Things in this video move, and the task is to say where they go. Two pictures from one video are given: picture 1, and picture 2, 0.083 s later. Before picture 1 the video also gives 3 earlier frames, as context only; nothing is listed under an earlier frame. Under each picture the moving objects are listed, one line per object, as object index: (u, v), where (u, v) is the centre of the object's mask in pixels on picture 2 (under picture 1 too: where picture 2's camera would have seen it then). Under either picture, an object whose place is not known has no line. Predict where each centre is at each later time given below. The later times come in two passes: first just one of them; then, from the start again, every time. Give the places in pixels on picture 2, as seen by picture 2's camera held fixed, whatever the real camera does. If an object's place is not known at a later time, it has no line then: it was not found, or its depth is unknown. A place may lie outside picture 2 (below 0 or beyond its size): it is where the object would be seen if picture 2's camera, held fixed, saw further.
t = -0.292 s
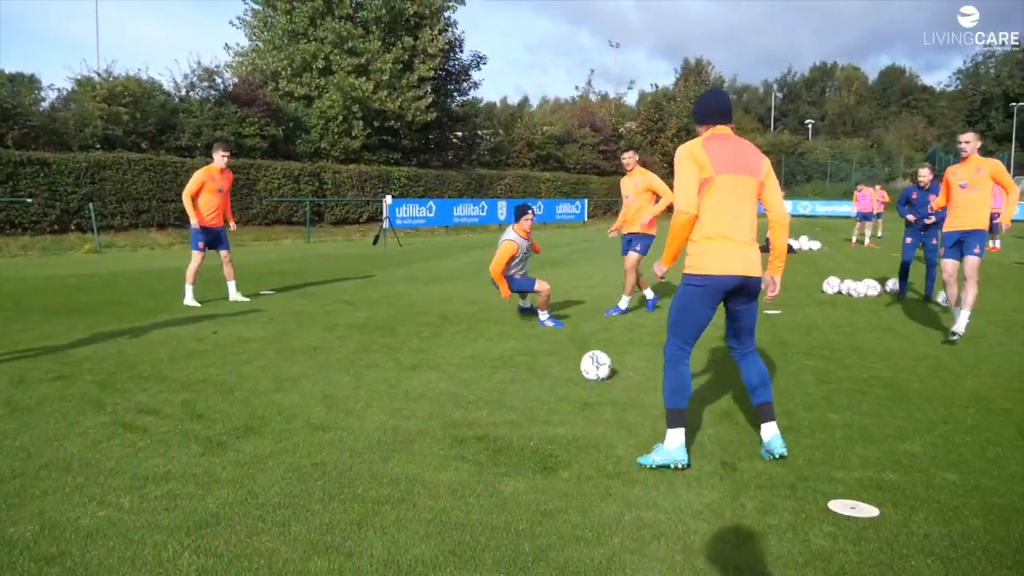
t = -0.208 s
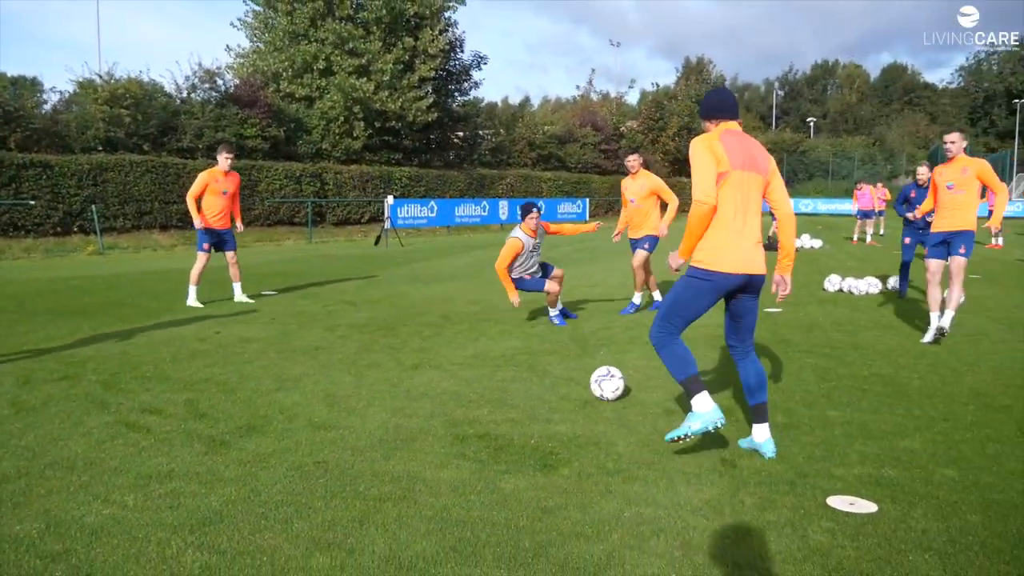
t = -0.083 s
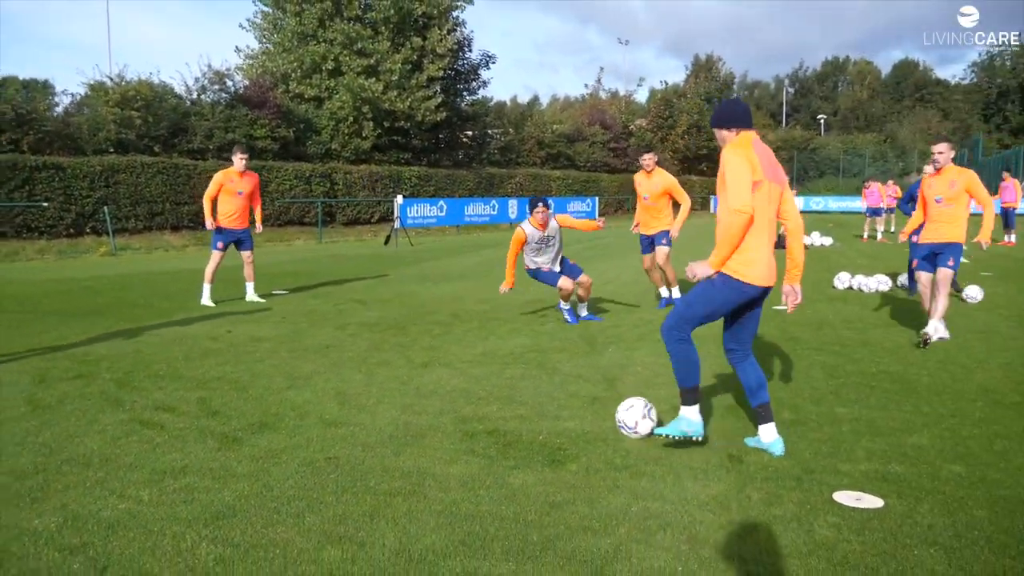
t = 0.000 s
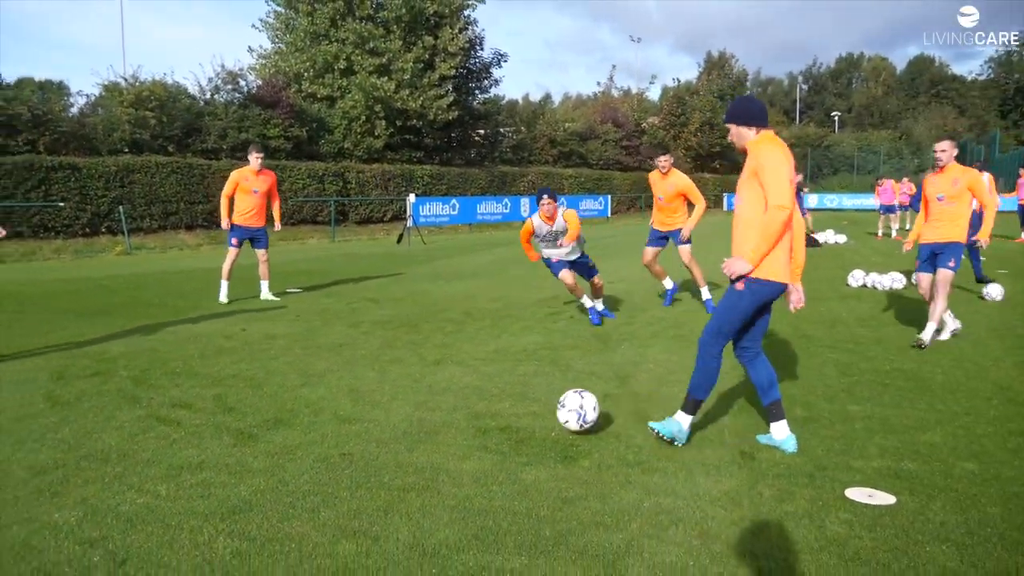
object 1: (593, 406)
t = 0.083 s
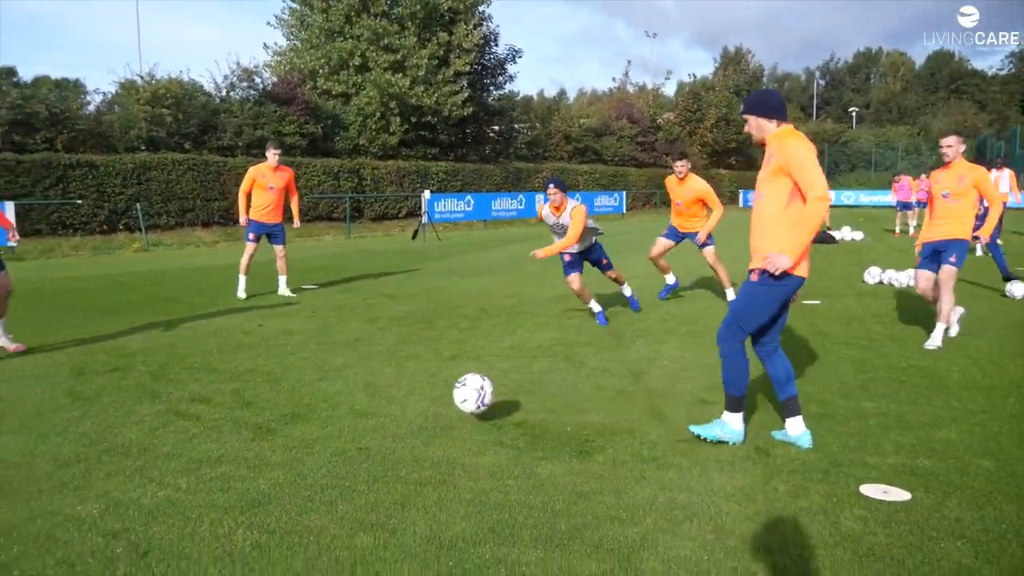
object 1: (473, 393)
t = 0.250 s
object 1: (262, 397)
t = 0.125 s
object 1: (417, 392)
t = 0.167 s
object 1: (362, 394)
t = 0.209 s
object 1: (310, 398)
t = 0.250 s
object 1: (262, 397)
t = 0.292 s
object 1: (220, 391)
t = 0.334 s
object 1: (177, 386)
